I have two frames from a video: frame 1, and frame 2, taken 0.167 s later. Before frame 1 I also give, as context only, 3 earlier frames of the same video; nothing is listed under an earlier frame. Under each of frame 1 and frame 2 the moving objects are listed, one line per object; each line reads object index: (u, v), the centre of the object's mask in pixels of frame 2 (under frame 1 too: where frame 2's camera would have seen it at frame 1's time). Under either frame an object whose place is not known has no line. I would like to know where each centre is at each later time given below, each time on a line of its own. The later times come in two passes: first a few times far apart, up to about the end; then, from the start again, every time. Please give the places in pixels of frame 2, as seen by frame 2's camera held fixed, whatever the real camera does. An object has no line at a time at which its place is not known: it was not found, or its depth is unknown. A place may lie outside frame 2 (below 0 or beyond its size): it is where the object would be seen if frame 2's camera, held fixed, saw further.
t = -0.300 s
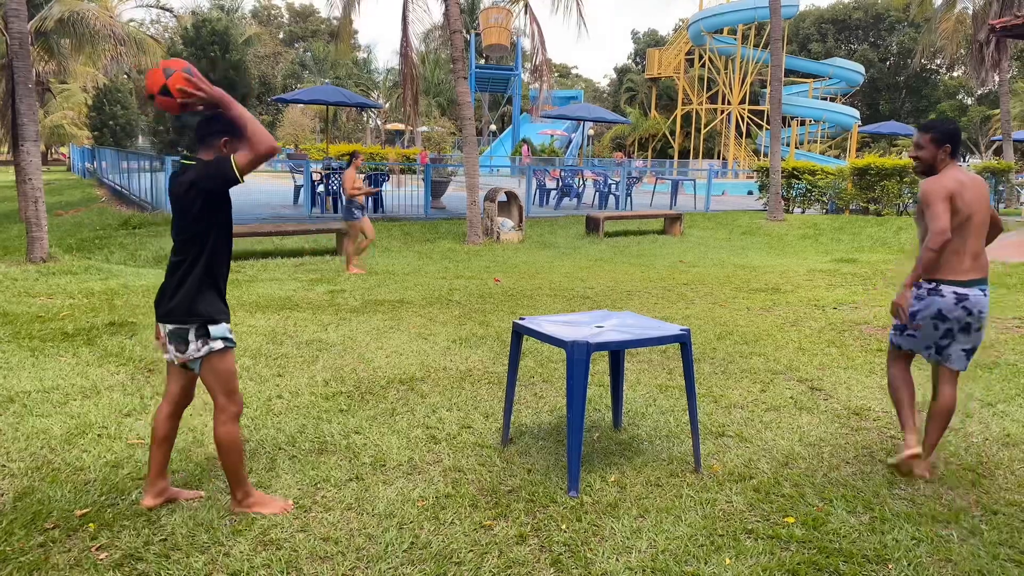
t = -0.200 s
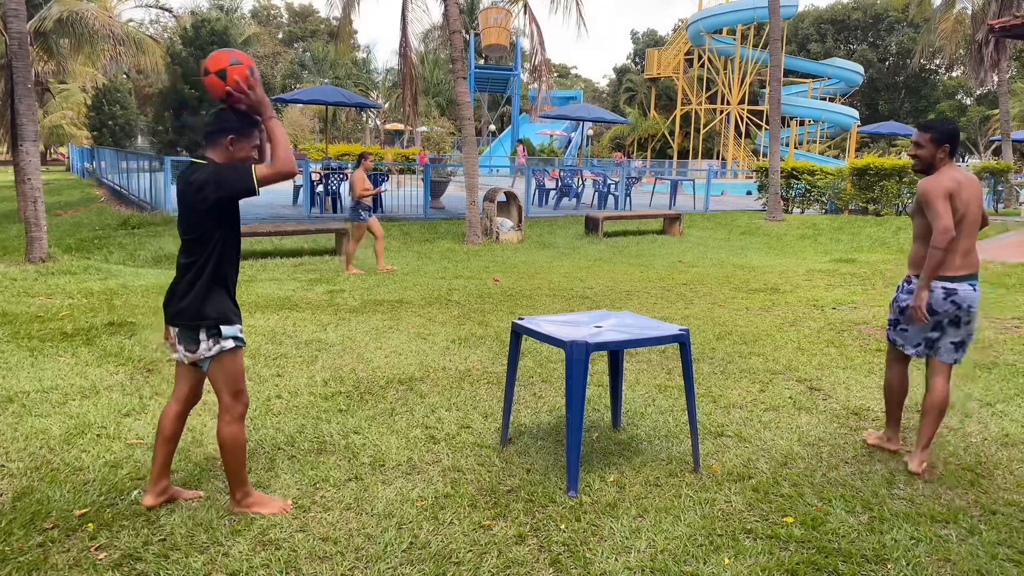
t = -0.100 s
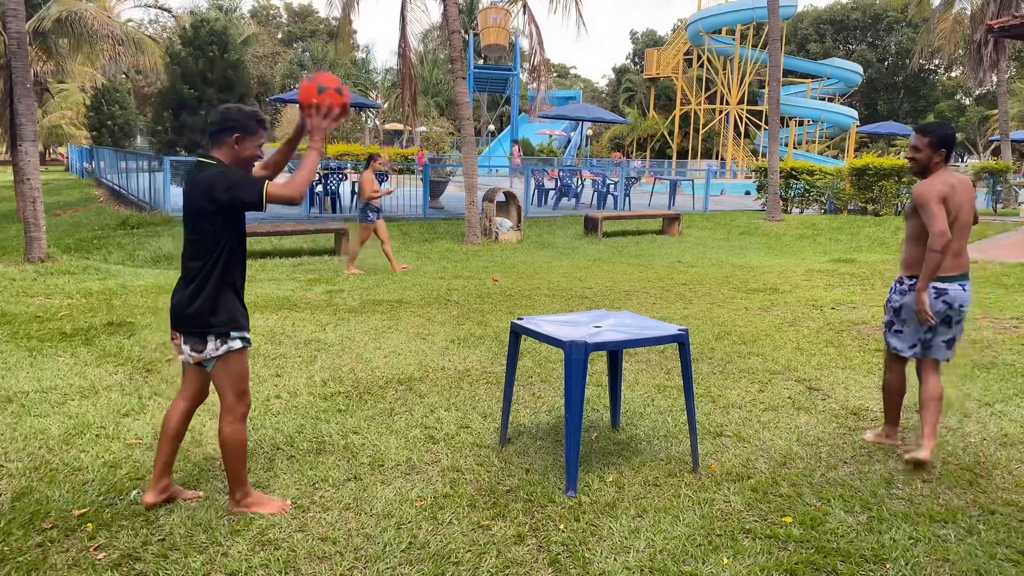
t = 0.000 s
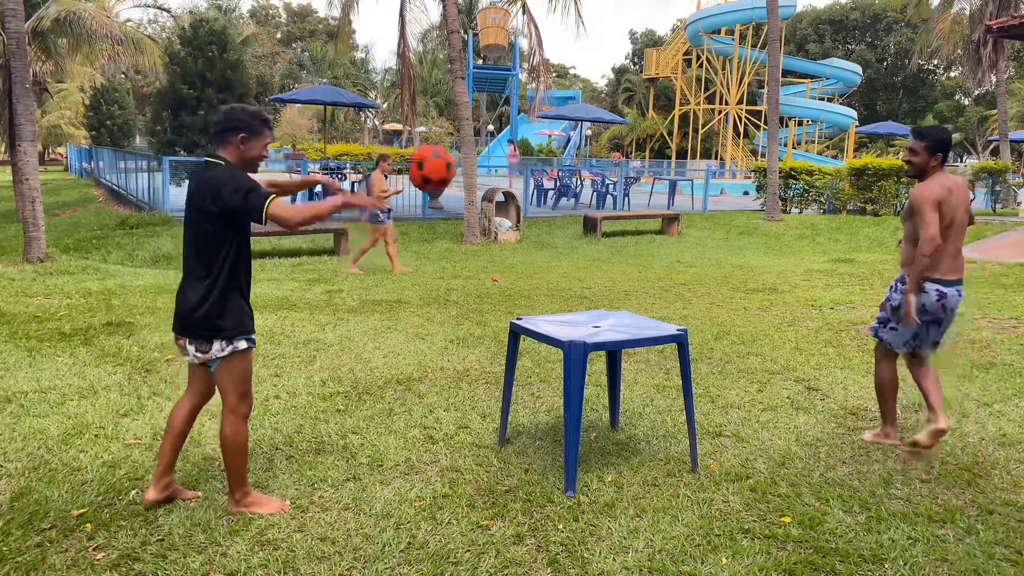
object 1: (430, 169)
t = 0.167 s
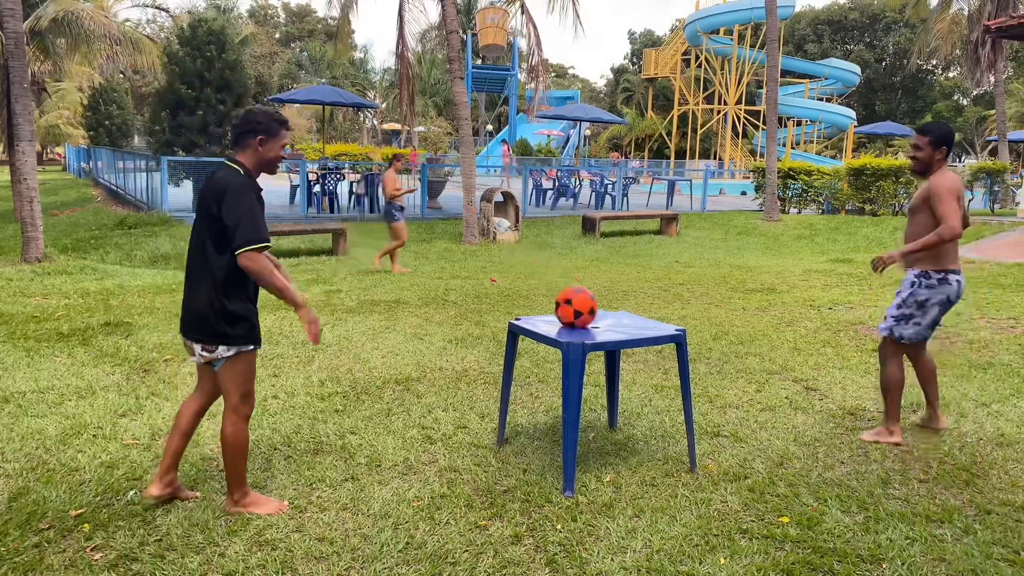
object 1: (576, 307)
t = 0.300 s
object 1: (639, 259)
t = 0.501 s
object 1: (720, 247)
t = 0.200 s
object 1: (593, 295)
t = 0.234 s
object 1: (609, 281)
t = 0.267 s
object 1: (624, 269)
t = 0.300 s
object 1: (639, 259)
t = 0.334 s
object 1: (653, 252)
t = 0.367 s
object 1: (668, 247)
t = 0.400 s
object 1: (681, 243)
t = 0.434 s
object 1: (694, 243)
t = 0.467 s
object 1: (708, 244)
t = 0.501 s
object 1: (720, 247)
